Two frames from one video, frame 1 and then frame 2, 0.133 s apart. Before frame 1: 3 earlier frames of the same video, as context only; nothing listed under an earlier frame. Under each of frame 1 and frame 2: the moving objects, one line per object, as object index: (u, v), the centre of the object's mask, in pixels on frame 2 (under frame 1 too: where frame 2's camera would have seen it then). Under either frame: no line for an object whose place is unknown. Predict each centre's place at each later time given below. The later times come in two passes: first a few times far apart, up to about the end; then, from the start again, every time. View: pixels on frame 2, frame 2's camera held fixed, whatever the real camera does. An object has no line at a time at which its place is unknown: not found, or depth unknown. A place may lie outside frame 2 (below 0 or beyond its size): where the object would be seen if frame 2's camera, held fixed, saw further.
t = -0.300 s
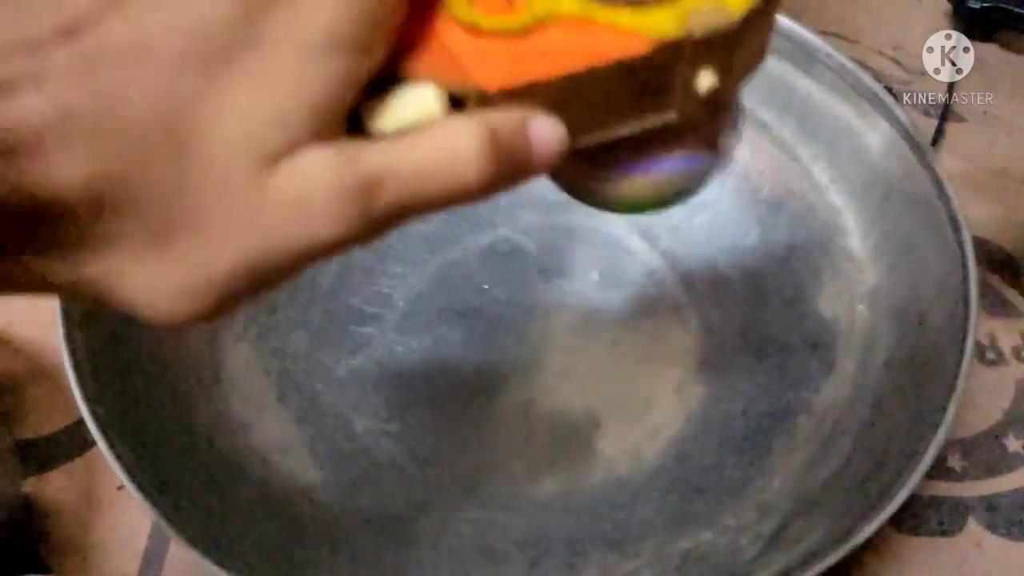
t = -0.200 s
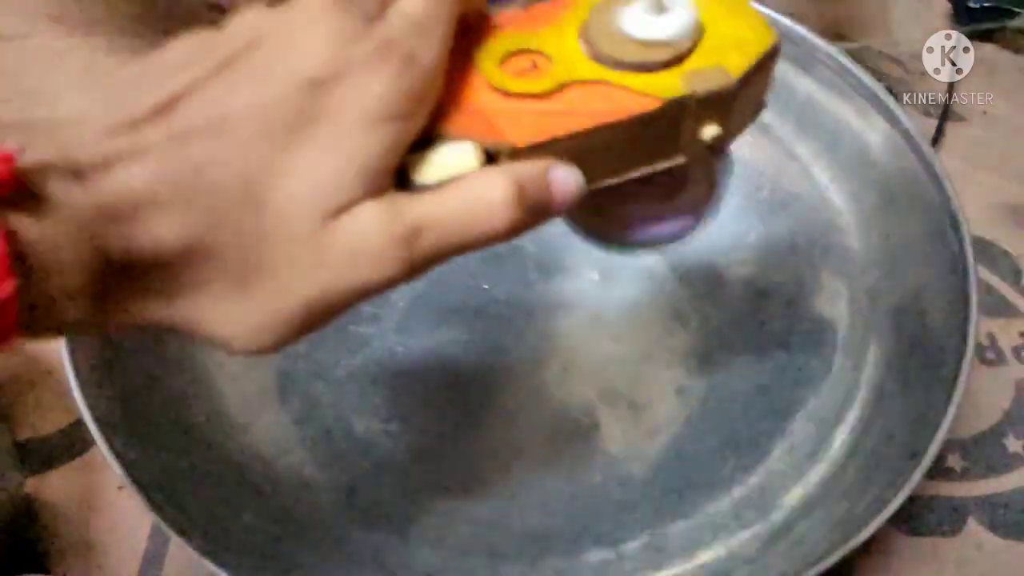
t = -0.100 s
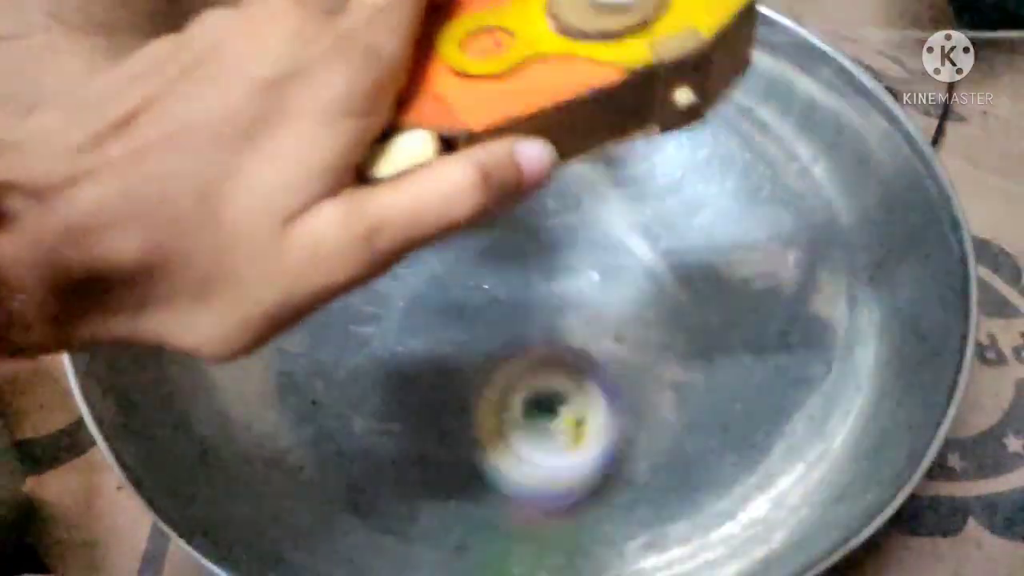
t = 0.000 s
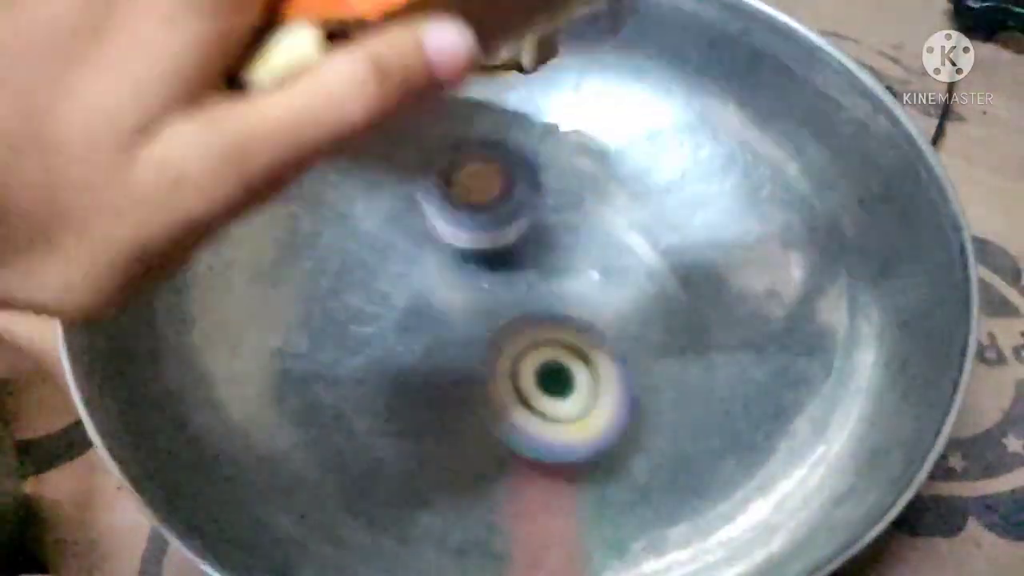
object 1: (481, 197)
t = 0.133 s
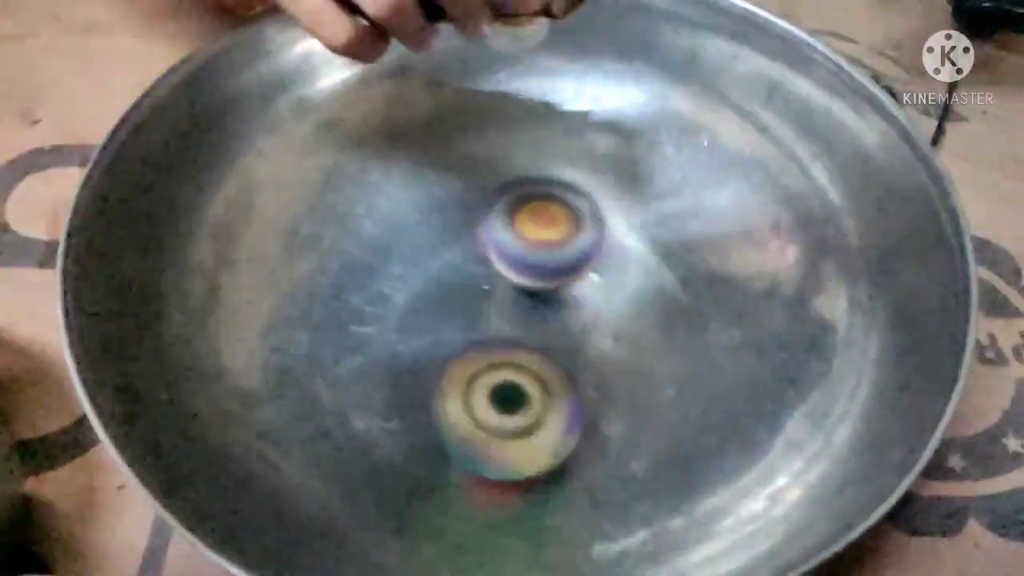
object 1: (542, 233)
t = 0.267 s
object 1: (559, 273)
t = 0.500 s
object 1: (515, 255)
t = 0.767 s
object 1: (545, 160)
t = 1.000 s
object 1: (720, 237)
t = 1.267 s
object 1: (643, 212)
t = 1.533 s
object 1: (634, 297)
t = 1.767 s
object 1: (679, 402)
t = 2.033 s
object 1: (651, 393)
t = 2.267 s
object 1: (603, 490)
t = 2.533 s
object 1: (667, 391)
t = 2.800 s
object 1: (499, 369)
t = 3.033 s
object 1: (347, 354)
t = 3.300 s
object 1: (318, 351)
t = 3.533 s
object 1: (326, 370)
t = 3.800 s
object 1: (372, 504)
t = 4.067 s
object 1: (556, 375)
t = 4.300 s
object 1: (434, 328)
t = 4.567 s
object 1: (335, 343)
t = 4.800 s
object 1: (352, 336)
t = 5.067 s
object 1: (386, 446)
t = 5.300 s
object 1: (490, 438)
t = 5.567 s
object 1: (533, 389)
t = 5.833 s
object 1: (591, 387)
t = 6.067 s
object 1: (571, 360)
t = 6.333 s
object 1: (574, 382)
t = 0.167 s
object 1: (557, 241)
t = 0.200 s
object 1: (565, 256)
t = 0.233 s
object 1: (566, 260)
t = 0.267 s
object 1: (559, 273)
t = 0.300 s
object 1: (554, 285)
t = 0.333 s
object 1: (544, 291)
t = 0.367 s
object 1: (524, 298)
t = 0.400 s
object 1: (498, 292)
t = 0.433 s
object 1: (477, 287)
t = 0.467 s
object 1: (497, 270)
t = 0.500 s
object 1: (515, 255)
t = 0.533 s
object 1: (526, 235)
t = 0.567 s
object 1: (531, 225)
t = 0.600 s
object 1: (545, 210)
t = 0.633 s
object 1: (559, 193)
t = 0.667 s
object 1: (561, 179)
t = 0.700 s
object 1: (564, 168)
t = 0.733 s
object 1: (556, 162)
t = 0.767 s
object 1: (545, 160)
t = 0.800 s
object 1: (536, 166)
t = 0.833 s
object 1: (527, 179)
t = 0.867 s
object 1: (543, 196)
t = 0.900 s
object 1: (605, 217)
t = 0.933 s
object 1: (659, 233)
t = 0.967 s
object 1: (694, 237)
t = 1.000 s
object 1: (720, 237)
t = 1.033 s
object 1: (730, 221)
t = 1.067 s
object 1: (732, 214)
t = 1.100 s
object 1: (728, 222)
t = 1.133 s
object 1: (708, 211)
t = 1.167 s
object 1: (685, 218)
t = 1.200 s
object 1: (669, 212)
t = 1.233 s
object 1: (653, 212)
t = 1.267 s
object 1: (643, 212)
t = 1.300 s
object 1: (634, 213)
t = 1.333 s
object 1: (629, 213)
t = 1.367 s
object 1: (626, 216)
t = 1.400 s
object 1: (623, 223)
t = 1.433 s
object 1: (620, 237)
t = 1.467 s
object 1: (620, 255)
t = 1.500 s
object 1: (625, 274)
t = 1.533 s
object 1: (634, 297)
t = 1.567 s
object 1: (642, 322)
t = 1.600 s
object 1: (657, 347)
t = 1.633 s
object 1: (671, 371)
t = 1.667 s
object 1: (680, 390)
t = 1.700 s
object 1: (689, 401)
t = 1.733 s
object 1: (688, 403)
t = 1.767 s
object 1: (679, 402)
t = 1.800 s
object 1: (678, 396)
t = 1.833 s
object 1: (676, 392)
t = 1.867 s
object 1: (677, 389)
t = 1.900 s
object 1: (678, 387)
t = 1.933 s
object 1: (676, 383)
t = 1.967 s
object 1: (676, 382)
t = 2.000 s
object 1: (664, 387)
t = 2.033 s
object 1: (651, 393)
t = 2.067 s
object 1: (638, 398)
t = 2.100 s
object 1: (630, 402)
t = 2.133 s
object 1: (621, 410)
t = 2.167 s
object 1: (608, 420)
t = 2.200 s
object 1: (584, 431)
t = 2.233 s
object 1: (591, 462)
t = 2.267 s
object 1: (603, 490)
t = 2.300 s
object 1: (616, 493)
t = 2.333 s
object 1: (627, 493)
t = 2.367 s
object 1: (642, 483)
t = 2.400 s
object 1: (662, 469)
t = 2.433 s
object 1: (678, 449)
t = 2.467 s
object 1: (680, 429)
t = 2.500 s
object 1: (676, 408)
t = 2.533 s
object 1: (667, 391)
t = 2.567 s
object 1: (651, 378)
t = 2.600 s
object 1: (639, 371)
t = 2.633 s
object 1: (626, 367)
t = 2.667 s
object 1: (605, 366)
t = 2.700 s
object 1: (584, 367)
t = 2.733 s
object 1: (564, 369)
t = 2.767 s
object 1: (537, 370)
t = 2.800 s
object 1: (499, 369)
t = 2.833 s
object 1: (453, 369)
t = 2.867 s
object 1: (442, 368)
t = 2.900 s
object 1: (416, 365)
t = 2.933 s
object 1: (386, 362)
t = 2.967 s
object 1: (368, 360)
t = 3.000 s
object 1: (356, 357)
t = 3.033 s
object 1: (347, 354)
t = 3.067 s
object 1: (342, 353)
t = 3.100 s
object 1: (337, 352)
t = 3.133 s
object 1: (329, 350)
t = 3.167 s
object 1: (322, 349)
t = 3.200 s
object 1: (318, 349)
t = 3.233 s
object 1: (317, 349)
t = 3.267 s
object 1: (318, 351)
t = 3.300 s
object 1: (318, 351)
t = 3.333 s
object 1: (318, 349)
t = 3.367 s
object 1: (319, 346)
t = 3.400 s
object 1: (307, 349)
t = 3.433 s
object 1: (304, 354)
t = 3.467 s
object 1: (307, 360)
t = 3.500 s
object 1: (315, 366)
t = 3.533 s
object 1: (326, 370)
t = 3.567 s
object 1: (339, 369)
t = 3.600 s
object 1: (347, 365)
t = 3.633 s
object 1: (325, 377)
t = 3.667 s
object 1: (288, 412)
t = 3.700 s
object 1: (279, 442)
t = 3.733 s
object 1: (297, 466)
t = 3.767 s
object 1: (333, 491)
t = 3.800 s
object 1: (372, 504)
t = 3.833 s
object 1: (418, 507)
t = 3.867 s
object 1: (463, 504)
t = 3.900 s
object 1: (500, 494)
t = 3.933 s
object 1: (530, 470)
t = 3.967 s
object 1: (549, 443)
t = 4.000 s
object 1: (558, 416)
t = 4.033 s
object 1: (559, 395)
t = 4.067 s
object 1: (556, 375)
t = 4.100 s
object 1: (549, 355)
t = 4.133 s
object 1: (540, 337)
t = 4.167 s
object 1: (530, 321)
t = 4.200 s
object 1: (519, 306)
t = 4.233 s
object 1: (489, 314)
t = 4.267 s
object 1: (459, 321)
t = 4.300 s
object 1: (434, 328)
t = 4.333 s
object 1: (410, 333)
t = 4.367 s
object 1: (388, 336)
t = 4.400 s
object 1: (370, 337)
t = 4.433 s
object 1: (356, 338)
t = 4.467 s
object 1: (345, 339)
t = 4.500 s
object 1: (339, 341)
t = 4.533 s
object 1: (336, 342)
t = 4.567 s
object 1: (335, 343)
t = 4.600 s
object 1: (333, 345)
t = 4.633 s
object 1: (333, 347)
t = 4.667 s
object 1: (332, 348)
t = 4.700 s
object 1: (337, 346)
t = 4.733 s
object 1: (346, 344)
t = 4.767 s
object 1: (349, 341)
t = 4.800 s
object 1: (352, 336)
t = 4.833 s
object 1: (354, 332)
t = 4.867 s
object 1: (344, 355)
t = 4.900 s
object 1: (341, 380)
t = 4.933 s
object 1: (341, 398)
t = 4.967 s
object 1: (346, 413)
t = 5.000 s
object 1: (362, 424)
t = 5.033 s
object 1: (374, 436)
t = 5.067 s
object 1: (386, 446)
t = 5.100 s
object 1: (404, 454)
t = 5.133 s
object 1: (427, 460)
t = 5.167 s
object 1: (440, 460)
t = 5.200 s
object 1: (454, 459)
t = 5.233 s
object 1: (475, 454)
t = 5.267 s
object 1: (484, 446)
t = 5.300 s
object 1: (490, 438)
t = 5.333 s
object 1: (503, 428)
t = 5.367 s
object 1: (506, 415)
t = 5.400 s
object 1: (505, 403)
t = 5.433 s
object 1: (510, 391)
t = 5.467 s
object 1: (508, 378)
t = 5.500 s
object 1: (502, 366)
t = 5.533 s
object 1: (521, 380)
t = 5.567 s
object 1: (533, 389)
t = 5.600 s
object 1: (541, 396)
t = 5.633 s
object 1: (554, 398)
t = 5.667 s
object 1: (560, 398)
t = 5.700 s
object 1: (570, 399)
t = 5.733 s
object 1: (581, 396)
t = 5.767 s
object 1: (583, 394)
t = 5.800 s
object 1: (591, 392)
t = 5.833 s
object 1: (591, 387)
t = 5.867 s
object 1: (590, 383)
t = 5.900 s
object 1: (594, 379)
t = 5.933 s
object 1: (588, 374)
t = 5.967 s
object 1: (589, 371)
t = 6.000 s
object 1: (583, 366)
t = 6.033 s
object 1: (576, 363)
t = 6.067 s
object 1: (571, 360)
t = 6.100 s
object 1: (557, 357)
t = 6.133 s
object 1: (553, 356)
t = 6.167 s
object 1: (538, 354)
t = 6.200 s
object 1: (528, 352)
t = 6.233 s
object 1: (520, 348)
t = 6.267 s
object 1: (527, 355)
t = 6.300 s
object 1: (562, 377)
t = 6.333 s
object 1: (574, 382)
